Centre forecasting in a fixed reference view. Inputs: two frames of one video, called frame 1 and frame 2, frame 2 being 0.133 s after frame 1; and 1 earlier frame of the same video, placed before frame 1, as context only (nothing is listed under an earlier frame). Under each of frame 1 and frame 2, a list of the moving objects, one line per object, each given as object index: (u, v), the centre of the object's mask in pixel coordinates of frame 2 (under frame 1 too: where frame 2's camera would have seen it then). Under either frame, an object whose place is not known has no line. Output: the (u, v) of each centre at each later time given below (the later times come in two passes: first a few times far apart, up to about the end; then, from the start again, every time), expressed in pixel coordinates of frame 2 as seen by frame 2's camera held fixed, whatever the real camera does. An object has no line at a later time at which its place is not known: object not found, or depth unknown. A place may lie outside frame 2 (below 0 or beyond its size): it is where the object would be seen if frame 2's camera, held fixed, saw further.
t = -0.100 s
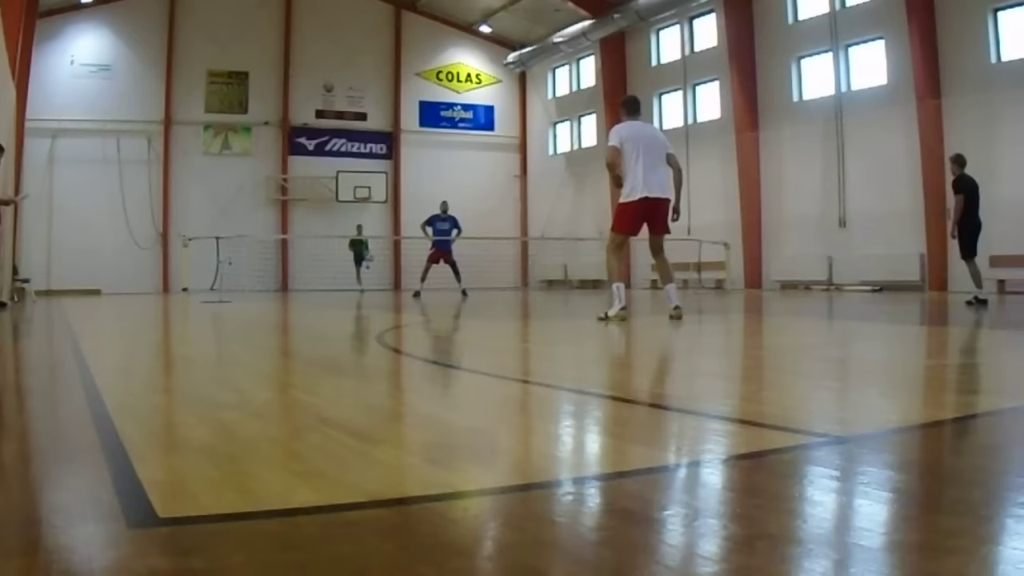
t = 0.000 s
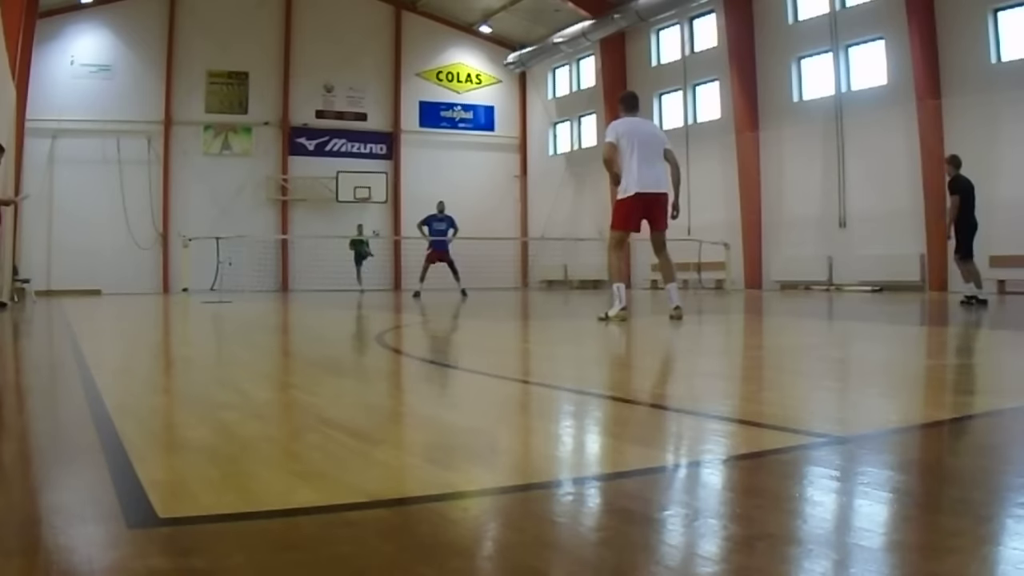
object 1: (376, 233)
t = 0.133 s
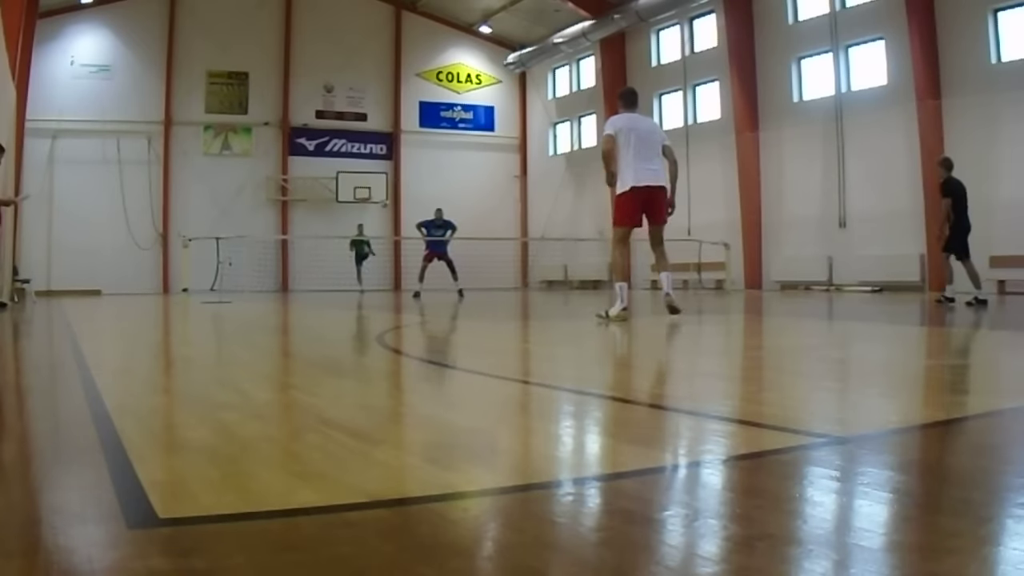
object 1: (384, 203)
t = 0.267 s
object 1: (394, 180)
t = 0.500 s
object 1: (414, 159)
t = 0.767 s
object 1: (441, 171)
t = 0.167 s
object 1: (387, 198)
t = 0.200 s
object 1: (390, 191)
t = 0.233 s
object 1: (392, 186)
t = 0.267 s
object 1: (394, 180)
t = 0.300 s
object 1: (396, 175)
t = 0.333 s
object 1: (399, 172)
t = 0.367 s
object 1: (402, 168)
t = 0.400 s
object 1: (405, 166)
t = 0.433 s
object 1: (408, 163)
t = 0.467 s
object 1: (411, 161)
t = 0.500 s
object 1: (414, 159)
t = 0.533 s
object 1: (417, 158)
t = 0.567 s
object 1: (420, 158)
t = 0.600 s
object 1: (424, 159)
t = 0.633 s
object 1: (427, 159)
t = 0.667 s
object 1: (430, 161)
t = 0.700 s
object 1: (433, 164)
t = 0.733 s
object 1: (437, 167)
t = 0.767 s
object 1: (441, 171)
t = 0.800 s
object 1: (445, 176)
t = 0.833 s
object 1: (448, 182)
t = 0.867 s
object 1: (452, 188)
